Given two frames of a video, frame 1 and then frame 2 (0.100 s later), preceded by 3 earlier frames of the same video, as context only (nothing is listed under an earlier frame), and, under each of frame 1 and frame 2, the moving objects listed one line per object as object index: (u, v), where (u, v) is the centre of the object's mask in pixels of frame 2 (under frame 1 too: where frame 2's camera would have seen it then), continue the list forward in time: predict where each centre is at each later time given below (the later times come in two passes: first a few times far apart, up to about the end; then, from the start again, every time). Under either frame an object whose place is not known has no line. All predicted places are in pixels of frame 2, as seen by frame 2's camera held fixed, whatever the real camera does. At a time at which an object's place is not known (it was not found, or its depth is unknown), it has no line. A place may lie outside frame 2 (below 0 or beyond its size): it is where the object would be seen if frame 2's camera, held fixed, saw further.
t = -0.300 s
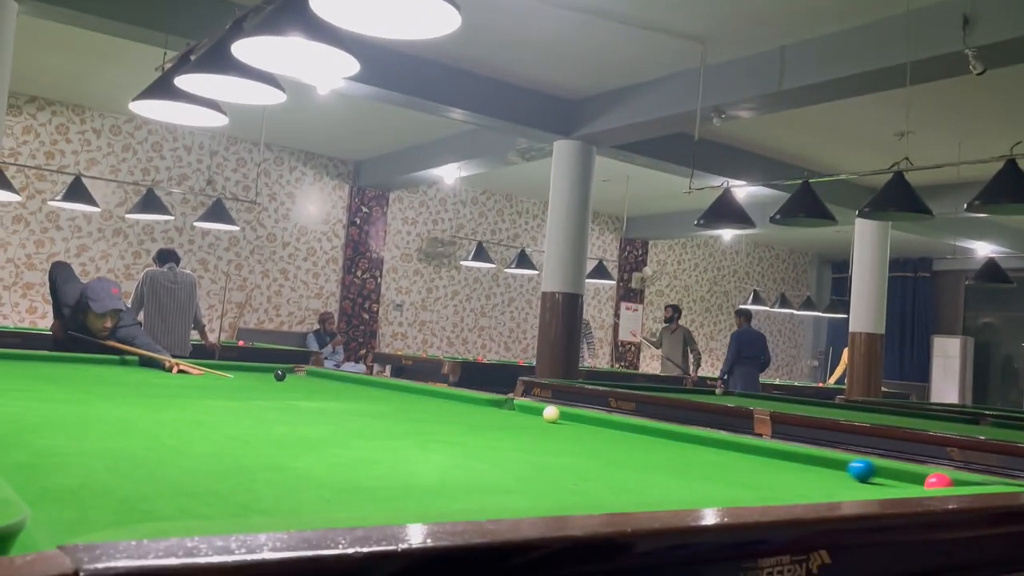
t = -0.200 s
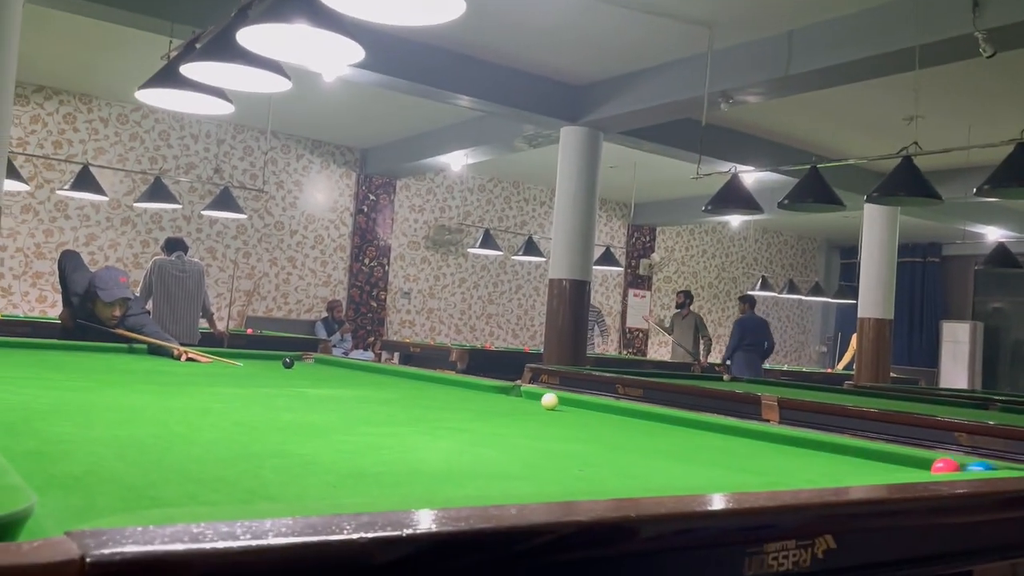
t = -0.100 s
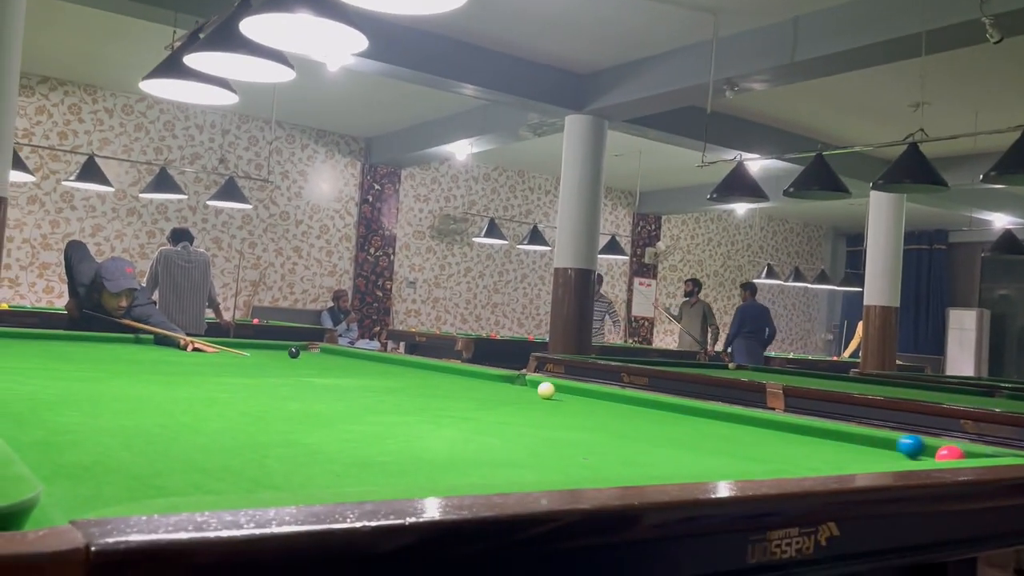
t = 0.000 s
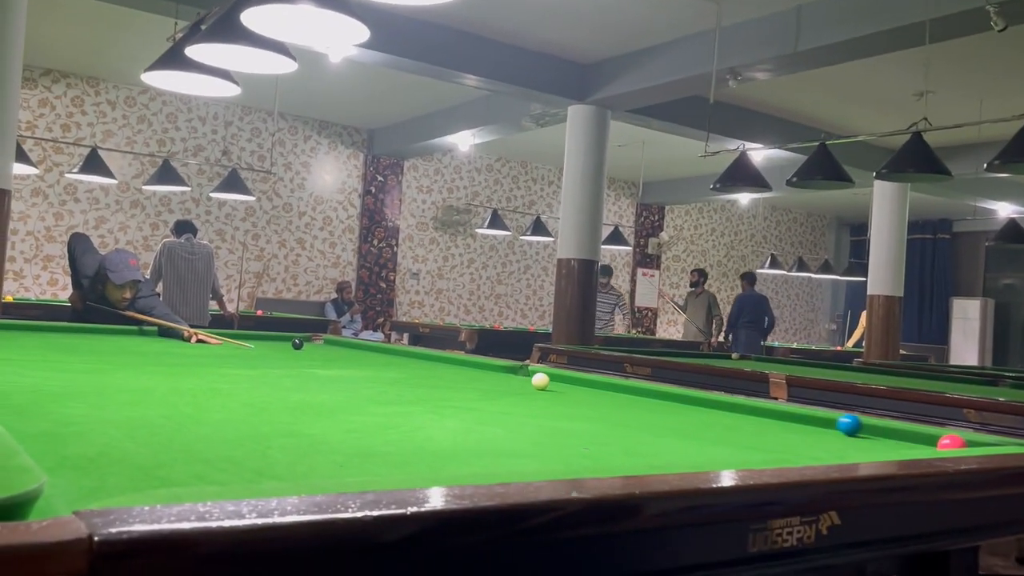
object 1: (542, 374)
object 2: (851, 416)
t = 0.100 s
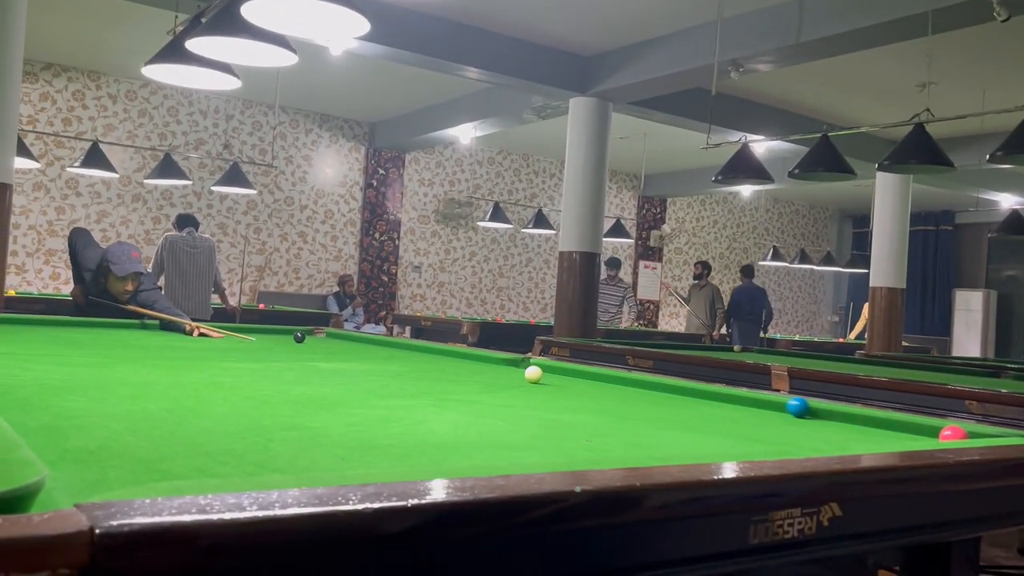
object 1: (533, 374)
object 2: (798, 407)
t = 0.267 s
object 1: (519, 375)
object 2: (717, 394)
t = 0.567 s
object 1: (493, 376)
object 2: (602, 377)
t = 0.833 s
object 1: (471, 377)
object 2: (524, 365)
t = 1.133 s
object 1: (445, 379)
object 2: (456, 355)
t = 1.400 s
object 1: (424, 380)
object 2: (406, 348)
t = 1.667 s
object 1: (404, 381)
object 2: (365, 342)
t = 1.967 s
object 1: (383, 382)
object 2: (326, 335)
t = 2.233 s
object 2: (296, 329)
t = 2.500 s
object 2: (288, 329)
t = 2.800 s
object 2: (302, 330)
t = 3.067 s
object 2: (315, 334)
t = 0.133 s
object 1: (531, 375)
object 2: (782, 404)
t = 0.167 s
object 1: (528, 375)
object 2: (764, 402)
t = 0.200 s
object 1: (525, 375)
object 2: (748, 399)
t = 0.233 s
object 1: (522, 375)
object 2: (732, 397)
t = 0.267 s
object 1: (519, 375)
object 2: (717, 394)
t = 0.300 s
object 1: (516, 375)
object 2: (703, 392)
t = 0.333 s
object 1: (513, 376)
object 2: (688, 390)
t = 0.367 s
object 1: (510, 376)
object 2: (675, 388)
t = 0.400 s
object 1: (508, 376)
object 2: (662, 386)
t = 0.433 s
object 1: (505, 376)
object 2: (649, 384)
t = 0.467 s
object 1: (502, 376)
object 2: (637, 382)
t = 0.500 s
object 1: (499, 376)
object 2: (625, 380)
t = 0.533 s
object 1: (496, 376)
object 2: (613, 379)
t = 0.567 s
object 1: (493, 376)
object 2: (602, 377)
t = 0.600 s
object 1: (490, 376)
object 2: (591, 375)
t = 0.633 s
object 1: (488, 377)
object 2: (581, 374)
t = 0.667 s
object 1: (485, 377)
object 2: (571, 372)
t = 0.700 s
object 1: (482, 377)
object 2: (561, 371)
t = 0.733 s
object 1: (479, 377)
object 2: (552, 369)
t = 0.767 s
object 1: (476, 377)
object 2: (542, 368)
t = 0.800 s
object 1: (474, 377)
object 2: (534, 367)
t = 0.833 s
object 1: (471, 377)
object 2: (524, 365)
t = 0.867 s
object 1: (468, 378)
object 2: (516, 364)
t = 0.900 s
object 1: (465, 378)
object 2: (508, 363)
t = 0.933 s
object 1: (462, 378)
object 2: (500, 362)
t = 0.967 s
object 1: (459, 378)
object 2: (492, 360)
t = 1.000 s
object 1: (457, 378)
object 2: (485, 359)
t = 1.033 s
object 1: (454, 379)
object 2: (477, 358)
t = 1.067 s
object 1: (451, 379)
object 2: (470, 357)
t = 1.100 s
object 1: (448, 379)
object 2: (463, 356)
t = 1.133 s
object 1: (445, 379)
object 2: (456, 355)
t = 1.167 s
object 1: (443, 379)
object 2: (449, 354)
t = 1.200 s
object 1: (440, 379)
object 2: (443, 353)
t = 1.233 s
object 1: (437, 379)
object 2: (436, 352)
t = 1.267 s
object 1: (434, 380)
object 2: (430, 351)
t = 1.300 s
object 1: (432, 380)
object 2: (424, 350)
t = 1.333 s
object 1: (429, 380)
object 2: (418, 349)
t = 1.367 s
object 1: (426, 380)
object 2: (412, 349)
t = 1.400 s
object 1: (424, 380)
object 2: (406, 348)
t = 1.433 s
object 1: (421, 380)
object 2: (401, 347)
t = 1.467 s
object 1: (419, 380)
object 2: (395, 346)
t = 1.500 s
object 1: (416, 381)
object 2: (390, 346)
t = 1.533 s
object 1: (414, 381)
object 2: (385, 344)
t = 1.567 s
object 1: (411, 381)
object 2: (379, 344)
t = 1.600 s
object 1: (409, 381)
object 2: (374, 343)
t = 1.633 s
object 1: (406, 381)
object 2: (370, 343)
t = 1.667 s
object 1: (404, 381)
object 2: (365, 342)
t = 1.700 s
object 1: (401, 382)
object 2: (360, 341)
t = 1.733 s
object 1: (399, 382)
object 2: (355, 340)
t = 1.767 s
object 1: (396, 382)
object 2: (351, 339)
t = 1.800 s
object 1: (394, 382)
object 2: (347, 338)
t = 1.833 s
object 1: (392, 382)
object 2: (342, 338)
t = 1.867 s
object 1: (389, 382)
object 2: (338, 337)
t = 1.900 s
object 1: (387, 382)
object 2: (334, 337)
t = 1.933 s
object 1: (385, 382)
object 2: (330, 336)
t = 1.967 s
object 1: (383, 382)
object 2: (326, 335)
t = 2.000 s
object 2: (321, 335)
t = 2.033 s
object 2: (318, 334)
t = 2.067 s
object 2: (314, 333)
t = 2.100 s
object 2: (310, 333)
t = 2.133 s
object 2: (307, 332)
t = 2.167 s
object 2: (304, 330)
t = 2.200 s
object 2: (300, 329)
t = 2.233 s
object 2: (296, 329)
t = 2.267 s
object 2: (292, 330)
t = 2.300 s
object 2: (289, 329)
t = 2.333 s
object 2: (286, 329)
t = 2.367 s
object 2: (283, 328)
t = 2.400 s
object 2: (283, 328)
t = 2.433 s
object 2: (285, 328)
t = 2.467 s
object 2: (286, 329)
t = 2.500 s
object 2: (288, 329)
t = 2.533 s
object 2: (289, 330)
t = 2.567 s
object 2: (290, 330)
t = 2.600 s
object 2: (291, 330)
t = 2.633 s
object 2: (292, 330)
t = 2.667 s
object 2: (294, 330)
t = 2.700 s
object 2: (296, 329)
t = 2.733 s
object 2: (298, 329)
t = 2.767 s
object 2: (300, 330)
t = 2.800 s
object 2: (302, 330)
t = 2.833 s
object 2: (304, 331)
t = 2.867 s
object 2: (306, 332)
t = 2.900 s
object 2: (308, 332)
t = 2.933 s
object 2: (309, 333)
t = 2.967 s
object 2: (310, 334)
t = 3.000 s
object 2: (311, 334)
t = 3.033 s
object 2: (314, 334)
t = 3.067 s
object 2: (315, 334)
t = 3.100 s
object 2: (317, 335)
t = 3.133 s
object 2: (318, 335)
